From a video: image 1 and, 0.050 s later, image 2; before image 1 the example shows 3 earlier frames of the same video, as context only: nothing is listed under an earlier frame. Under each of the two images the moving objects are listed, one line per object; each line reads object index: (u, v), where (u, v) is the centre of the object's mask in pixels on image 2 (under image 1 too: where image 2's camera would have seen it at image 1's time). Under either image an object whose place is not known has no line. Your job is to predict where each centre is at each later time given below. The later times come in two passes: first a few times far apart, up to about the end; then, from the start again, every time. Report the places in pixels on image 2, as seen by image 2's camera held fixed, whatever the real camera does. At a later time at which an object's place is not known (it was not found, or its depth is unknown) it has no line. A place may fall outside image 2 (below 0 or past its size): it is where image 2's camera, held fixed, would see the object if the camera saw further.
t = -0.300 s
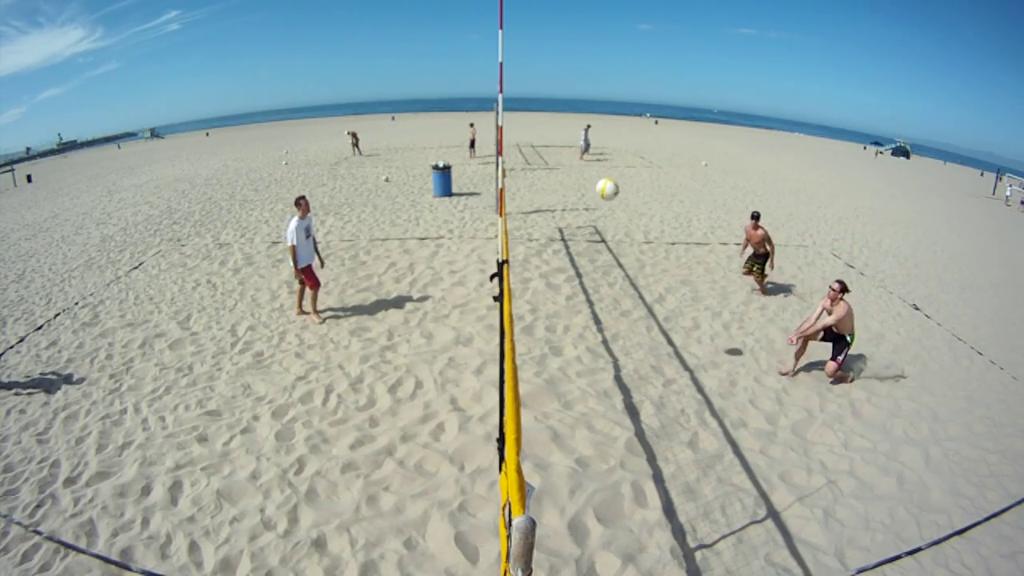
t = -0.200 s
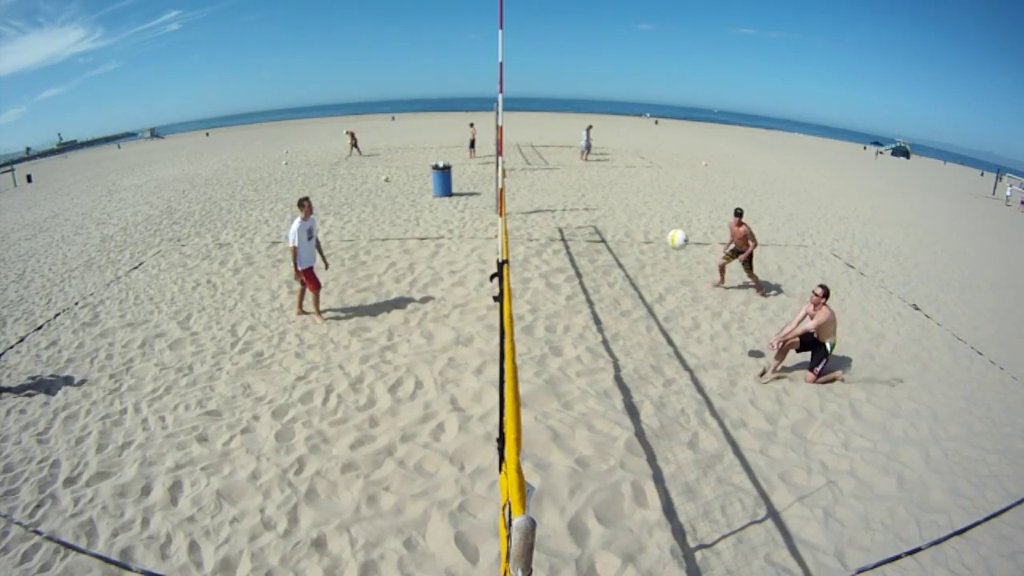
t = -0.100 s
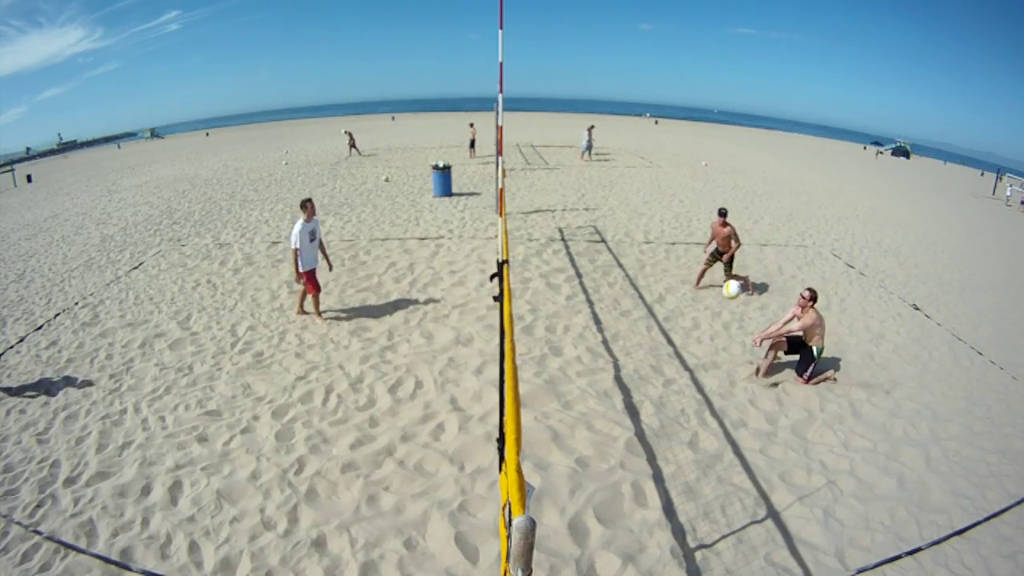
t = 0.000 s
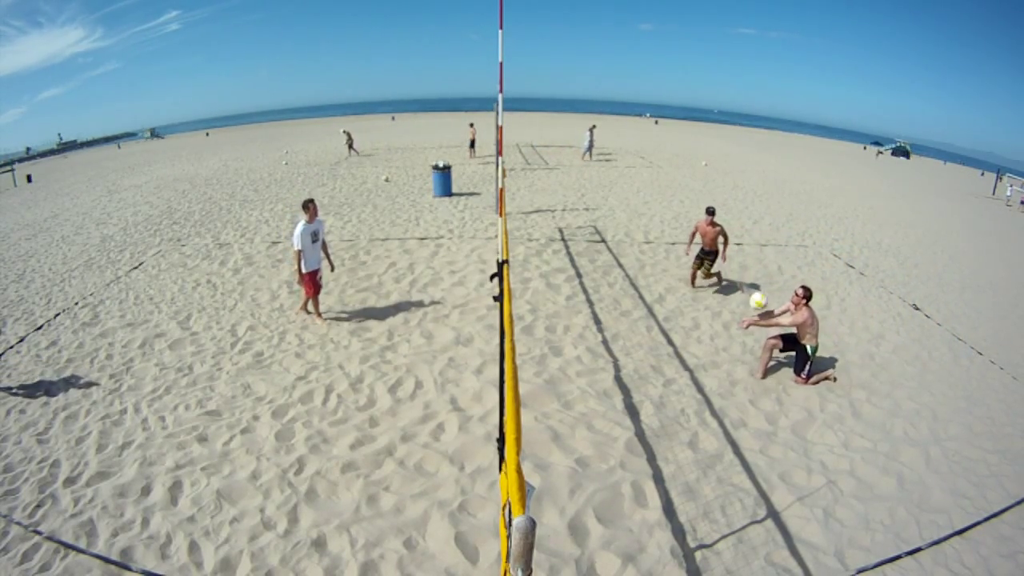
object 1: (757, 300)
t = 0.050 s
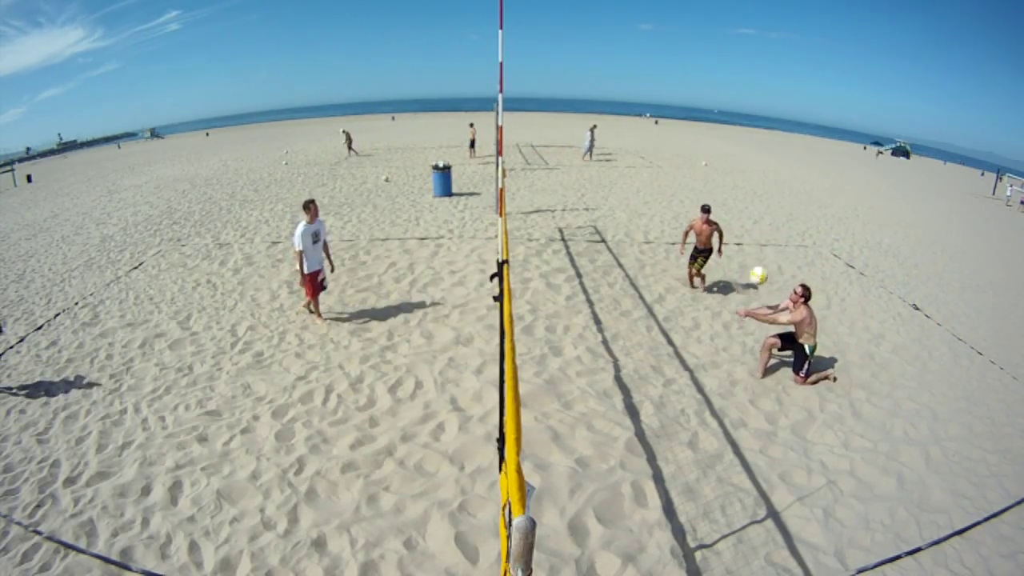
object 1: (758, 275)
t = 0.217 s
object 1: (752, 197)
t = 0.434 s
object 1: (737, 123)
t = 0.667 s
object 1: (714, 88)
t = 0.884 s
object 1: (689, 102)
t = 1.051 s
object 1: (665, 146)
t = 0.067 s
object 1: (758, 267)
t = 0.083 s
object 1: (757, 259)
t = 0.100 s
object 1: (757, 251)
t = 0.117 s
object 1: (756, 243)
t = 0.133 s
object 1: (756, 234)
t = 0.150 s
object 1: (755, 227)
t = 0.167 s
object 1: (754, 219)
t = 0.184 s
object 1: (754, 212)
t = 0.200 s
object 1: (753, 205)
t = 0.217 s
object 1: (752, 197)
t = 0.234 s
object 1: (752, 190)
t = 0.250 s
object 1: (751, 184)
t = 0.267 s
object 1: (750, 178)
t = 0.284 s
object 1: (749, 171)
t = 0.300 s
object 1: (748, 165)
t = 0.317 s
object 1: (746, 159)
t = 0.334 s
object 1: (745, 153)
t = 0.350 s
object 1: (744, 148)
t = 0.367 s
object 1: (742, 142)
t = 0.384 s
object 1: (741, 137)
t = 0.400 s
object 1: (740, 132)
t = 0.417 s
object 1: (738, 128)
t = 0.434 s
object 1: (737, 123)
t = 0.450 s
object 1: (736, 119)
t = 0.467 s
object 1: (734, 116)
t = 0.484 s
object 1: (732, 112)
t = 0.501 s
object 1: (731, 109)
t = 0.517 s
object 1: (729, 106)
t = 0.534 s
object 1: (727, 103)
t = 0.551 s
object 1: (726, 99)
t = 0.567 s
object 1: (724, 97)
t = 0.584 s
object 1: (722, 95)
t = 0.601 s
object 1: (721, 93)
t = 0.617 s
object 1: (720, 91)
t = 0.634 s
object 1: (718, 90)
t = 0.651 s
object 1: (716, 88)
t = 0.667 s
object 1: (714, 88)
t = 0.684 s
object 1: (712, 88)
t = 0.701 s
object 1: (711, 87)
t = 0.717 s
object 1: (709, 87)
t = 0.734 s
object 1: (707, 88)
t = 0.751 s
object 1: (705, 88)
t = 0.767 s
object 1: (703, 89)
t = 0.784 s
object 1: (701, 89)
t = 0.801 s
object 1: (698, 91)
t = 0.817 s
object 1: (696, 92)
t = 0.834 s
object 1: (695, 94)
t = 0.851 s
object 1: (693, 96)
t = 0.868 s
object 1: (691, 99)
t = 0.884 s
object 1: (689, 102)
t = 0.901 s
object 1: (686, 105)
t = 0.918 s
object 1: (684, 108)
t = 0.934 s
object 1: (682, 113)
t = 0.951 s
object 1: (679, 116)
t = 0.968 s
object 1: (677, 121)
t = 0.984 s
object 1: (675, 125)
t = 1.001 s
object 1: (673, 130)
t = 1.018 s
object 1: (670, 135)
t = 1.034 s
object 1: (668, 140)
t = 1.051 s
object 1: (665, 146)
